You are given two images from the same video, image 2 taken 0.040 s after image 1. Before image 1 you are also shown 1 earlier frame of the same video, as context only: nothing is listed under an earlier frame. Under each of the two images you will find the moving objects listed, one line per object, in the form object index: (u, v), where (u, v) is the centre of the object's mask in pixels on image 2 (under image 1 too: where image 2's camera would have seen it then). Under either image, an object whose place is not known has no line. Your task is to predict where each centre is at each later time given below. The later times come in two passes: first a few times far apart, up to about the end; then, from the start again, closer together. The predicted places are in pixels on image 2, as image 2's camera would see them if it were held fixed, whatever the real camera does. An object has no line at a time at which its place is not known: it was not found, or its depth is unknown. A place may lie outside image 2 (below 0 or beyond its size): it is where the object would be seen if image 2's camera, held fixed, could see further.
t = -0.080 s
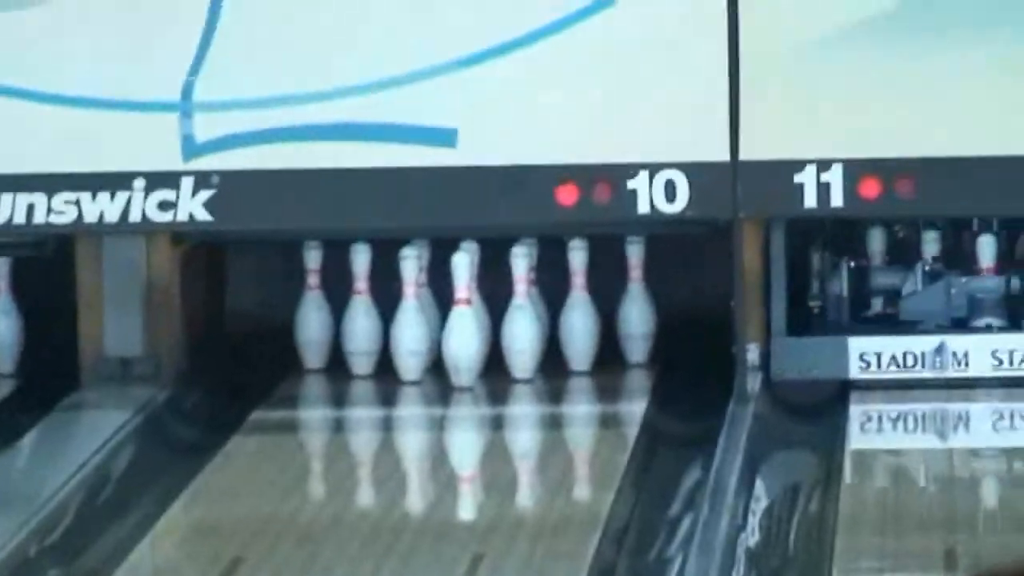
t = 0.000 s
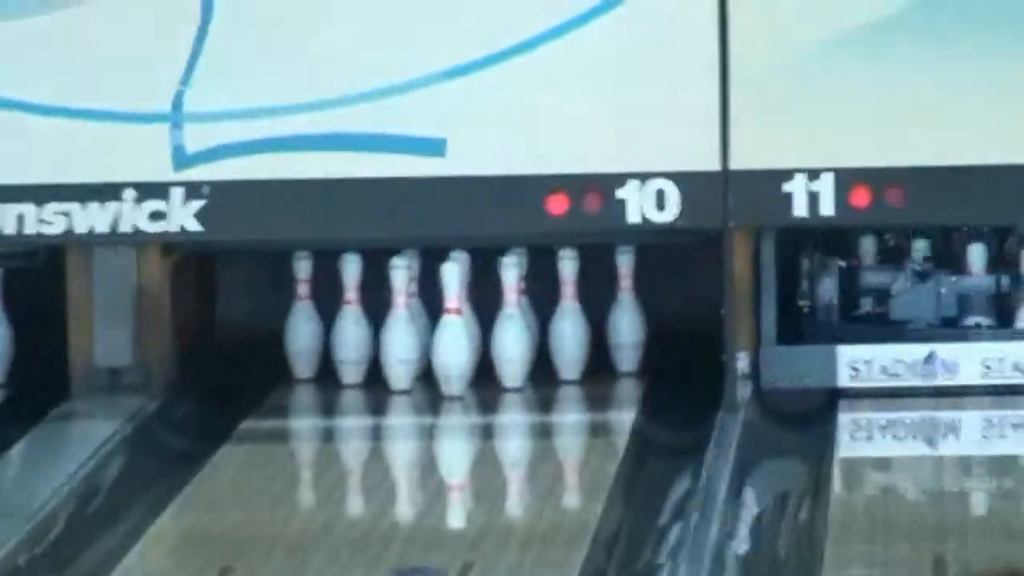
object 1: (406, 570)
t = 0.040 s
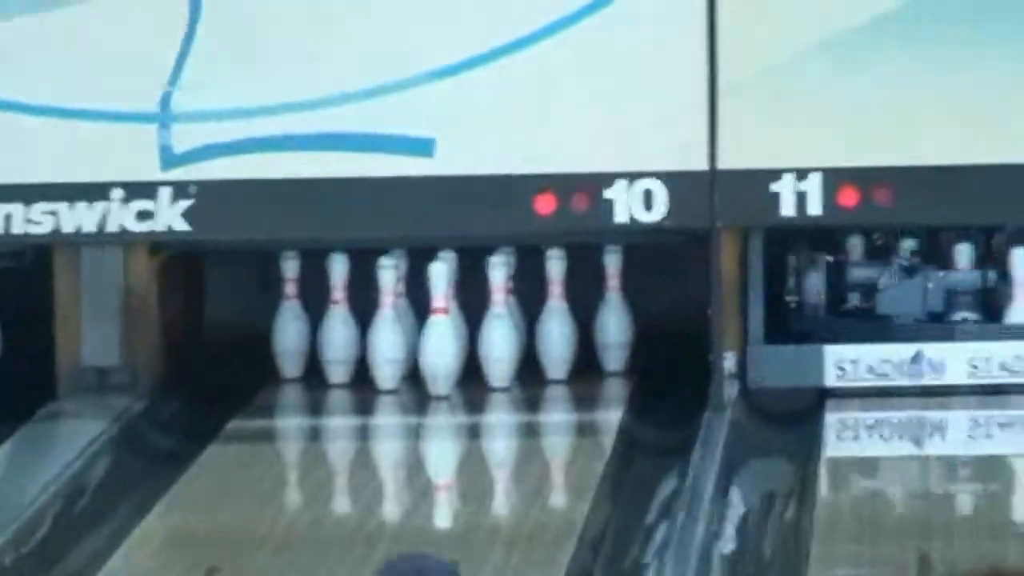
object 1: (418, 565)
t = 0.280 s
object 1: (474, 531)
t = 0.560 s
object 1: (512, 457)
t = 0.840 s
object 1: (521, 402)
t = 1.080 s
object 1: (507, 363)
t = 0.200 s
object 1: (457, 553)
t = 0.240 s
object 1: (466, 543)
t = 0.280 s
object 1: (474, 531)
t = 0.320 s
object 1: (482, 519)
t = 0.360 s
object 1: (489, 509)
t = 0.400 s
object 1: (495, 498)
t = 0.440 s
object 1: (500, 487)
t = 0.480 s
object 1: (504, 477)
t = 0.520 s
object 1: (509, 467)
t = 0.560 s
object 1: (512, 457)
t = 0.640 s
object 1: (517, 440)
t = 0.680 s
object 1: (519, 433)
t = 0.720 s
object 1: (520, 425)
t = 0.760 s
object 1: (520, 417)
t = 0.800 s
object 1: (522, 410)
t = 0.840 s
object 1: (521, 402)
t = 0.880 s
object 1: (519, 395)
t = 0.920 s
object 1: (519, 389)
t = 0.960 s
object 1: (516, 381)
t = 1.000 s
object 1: (510, 377)
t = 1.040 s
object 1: (511, 370)
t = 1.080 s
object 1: (507, 363)
